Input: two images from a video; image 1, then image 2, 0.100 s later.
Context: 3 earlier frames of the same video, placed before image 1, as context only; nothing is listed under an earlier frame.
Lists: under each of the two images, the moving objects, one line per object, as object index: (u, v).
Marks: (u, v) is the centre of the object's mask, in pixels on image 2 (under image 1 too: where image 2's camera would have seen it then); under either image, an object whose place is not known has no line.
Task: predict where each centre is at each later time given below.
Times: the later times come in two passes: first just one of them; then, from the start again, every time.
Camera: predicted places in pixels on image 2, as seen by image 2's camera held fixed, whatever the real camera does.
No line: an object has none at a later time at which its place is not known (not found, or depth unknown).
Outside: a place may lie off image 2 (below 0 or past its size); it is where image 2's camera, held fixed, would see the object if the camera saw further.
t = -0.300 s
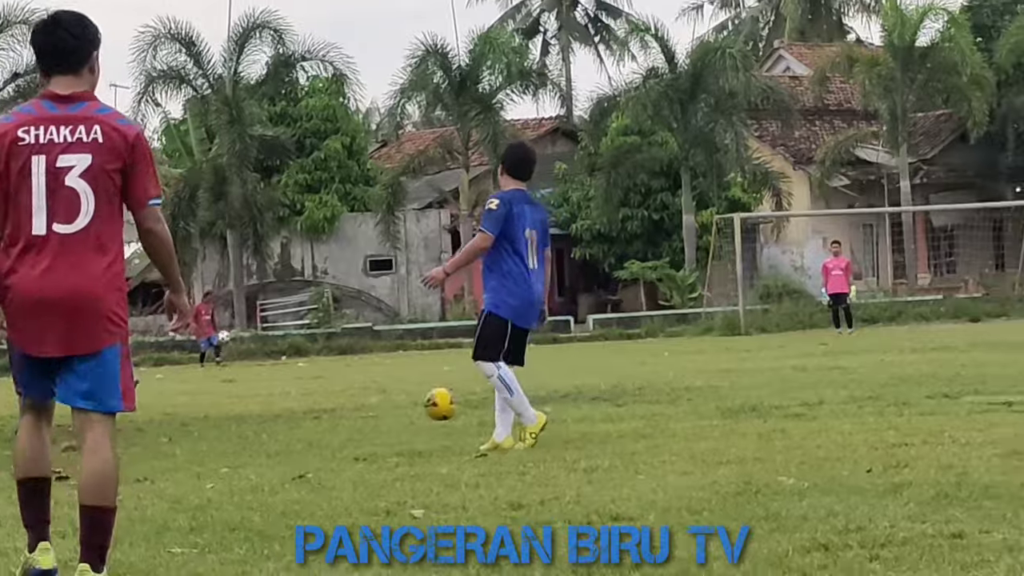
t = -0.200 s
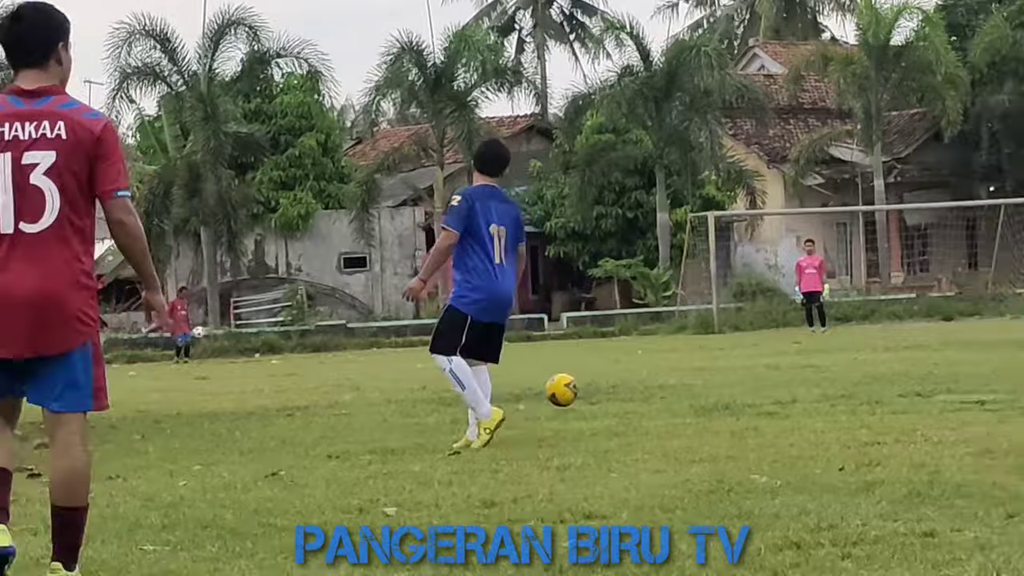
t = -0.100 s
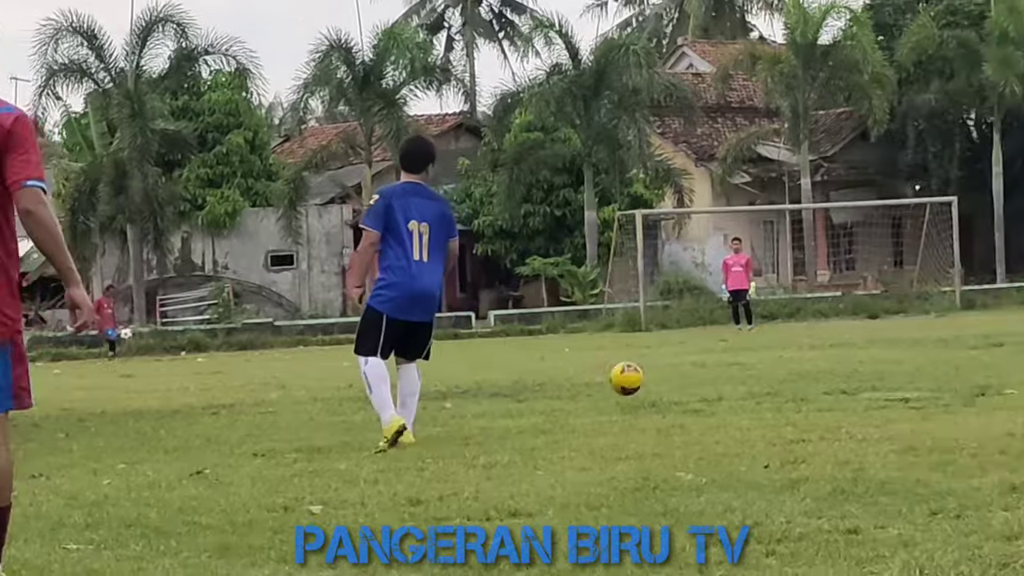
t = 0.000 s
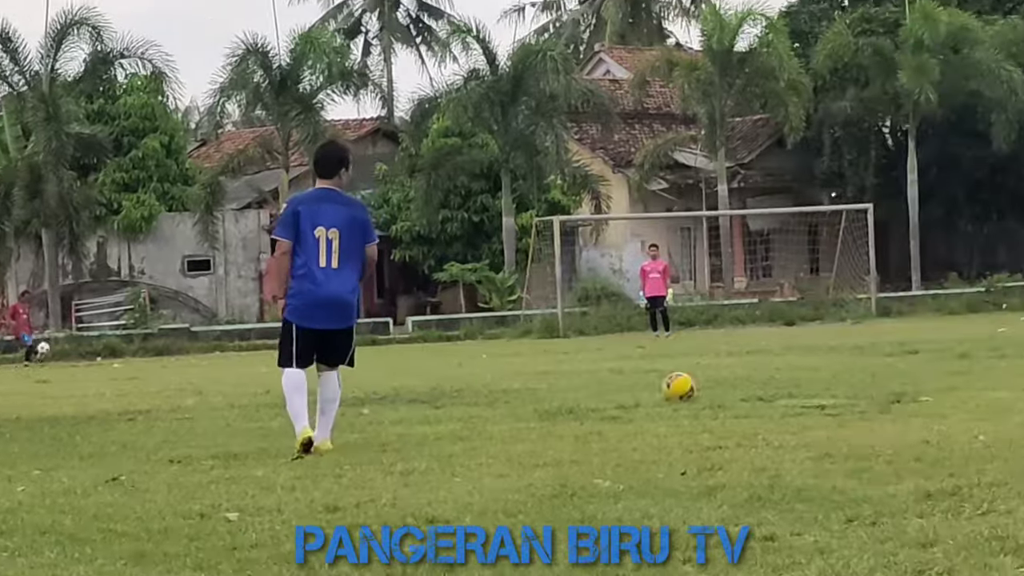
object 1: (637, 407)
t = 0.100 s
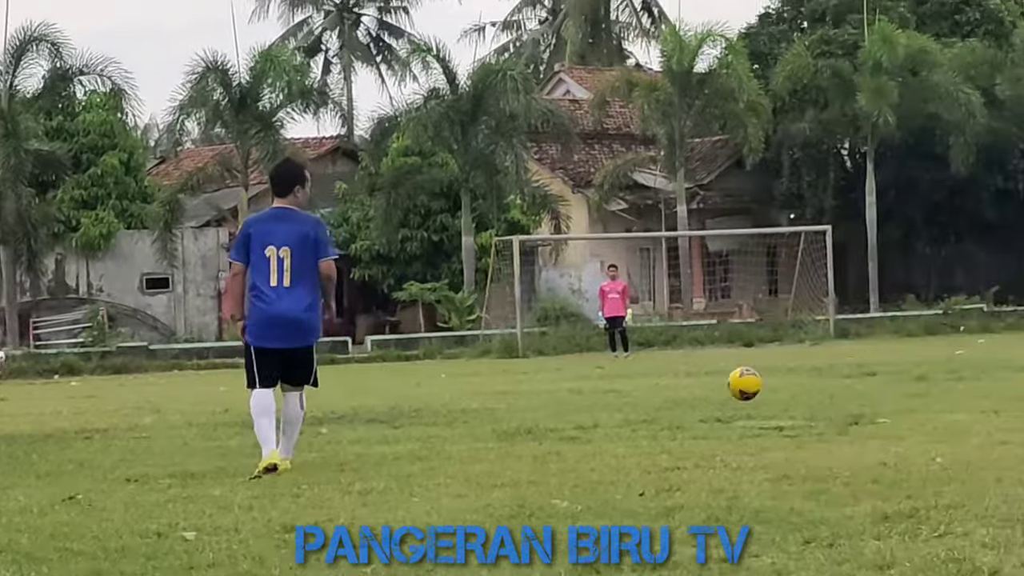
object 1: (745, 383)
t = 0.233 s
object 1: (888, 376)
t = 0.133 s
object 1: (780, 379)
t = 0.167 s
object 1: (815, 376)
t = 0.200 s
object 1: (852, 375)
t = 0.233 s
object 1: (888, 376)
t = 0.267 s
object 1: (924, 379)
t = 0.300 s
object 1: (961, 385)
